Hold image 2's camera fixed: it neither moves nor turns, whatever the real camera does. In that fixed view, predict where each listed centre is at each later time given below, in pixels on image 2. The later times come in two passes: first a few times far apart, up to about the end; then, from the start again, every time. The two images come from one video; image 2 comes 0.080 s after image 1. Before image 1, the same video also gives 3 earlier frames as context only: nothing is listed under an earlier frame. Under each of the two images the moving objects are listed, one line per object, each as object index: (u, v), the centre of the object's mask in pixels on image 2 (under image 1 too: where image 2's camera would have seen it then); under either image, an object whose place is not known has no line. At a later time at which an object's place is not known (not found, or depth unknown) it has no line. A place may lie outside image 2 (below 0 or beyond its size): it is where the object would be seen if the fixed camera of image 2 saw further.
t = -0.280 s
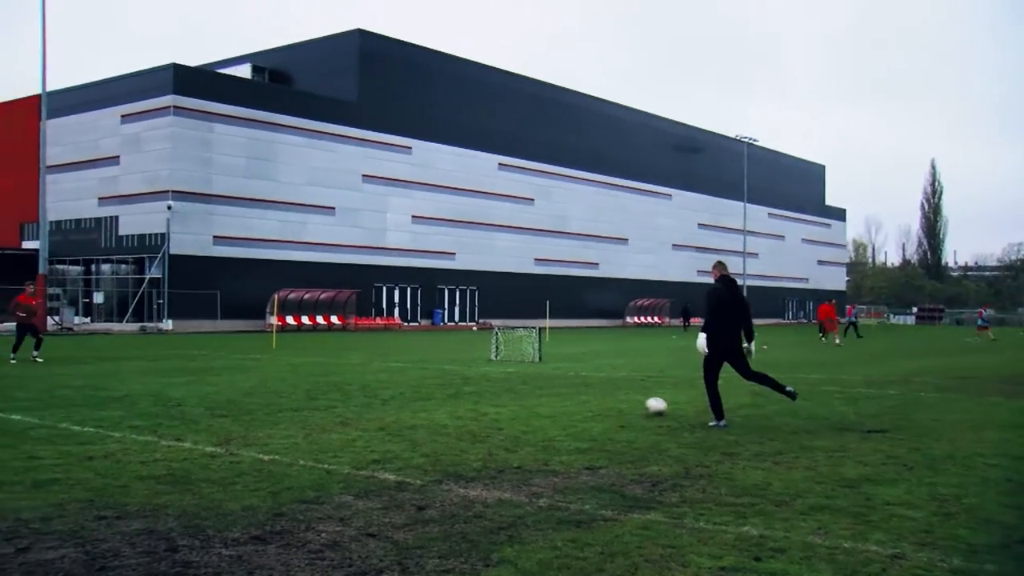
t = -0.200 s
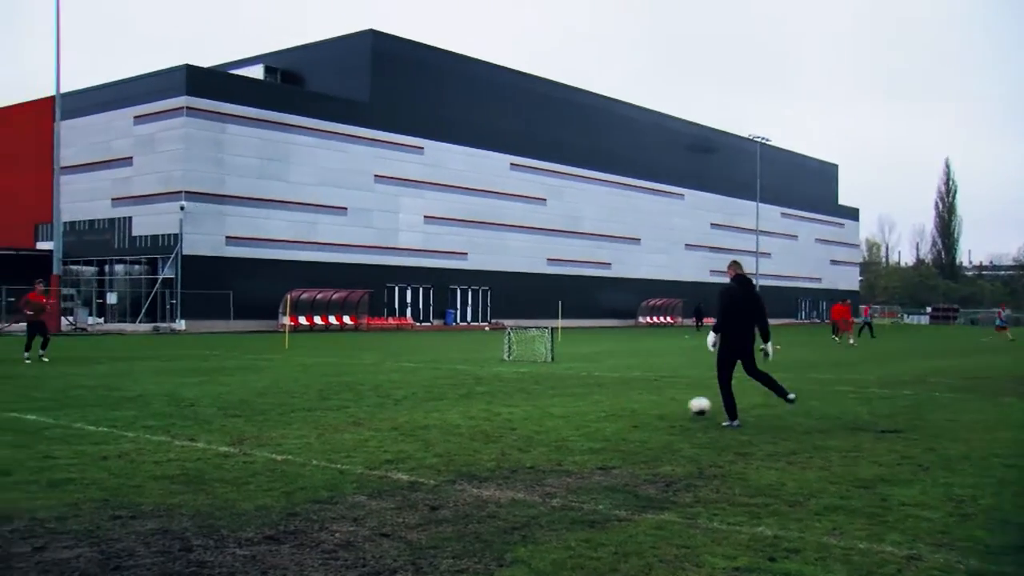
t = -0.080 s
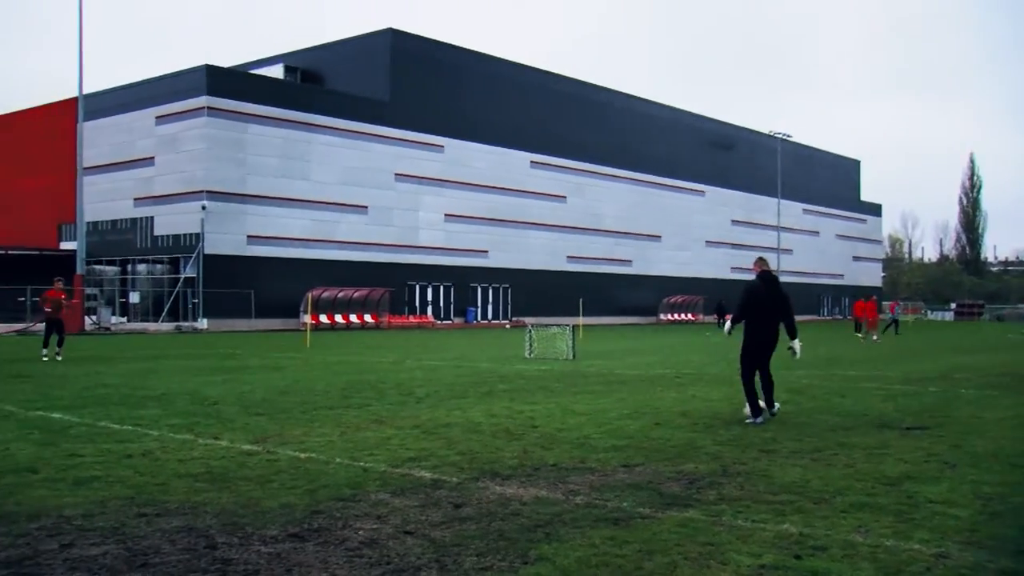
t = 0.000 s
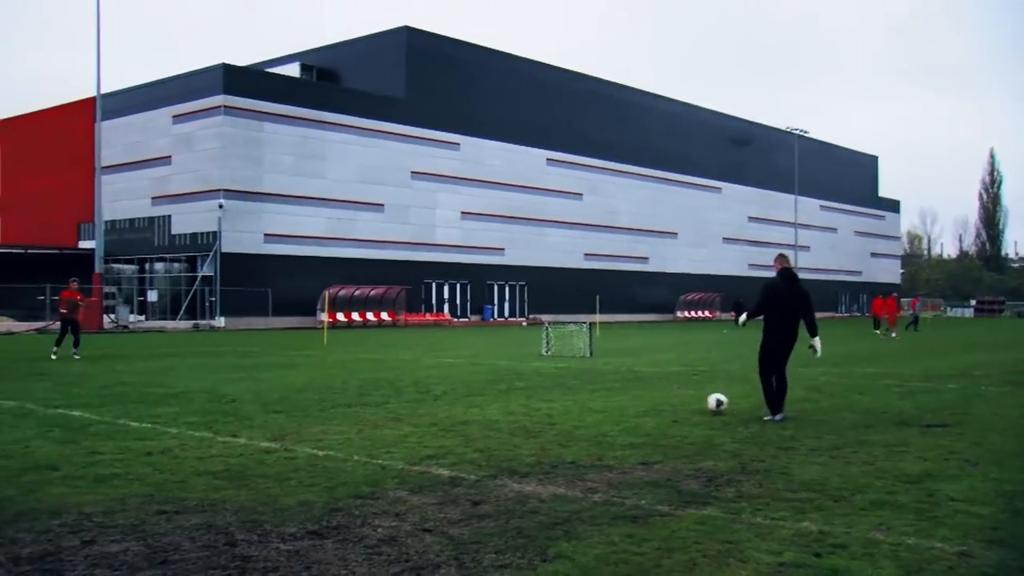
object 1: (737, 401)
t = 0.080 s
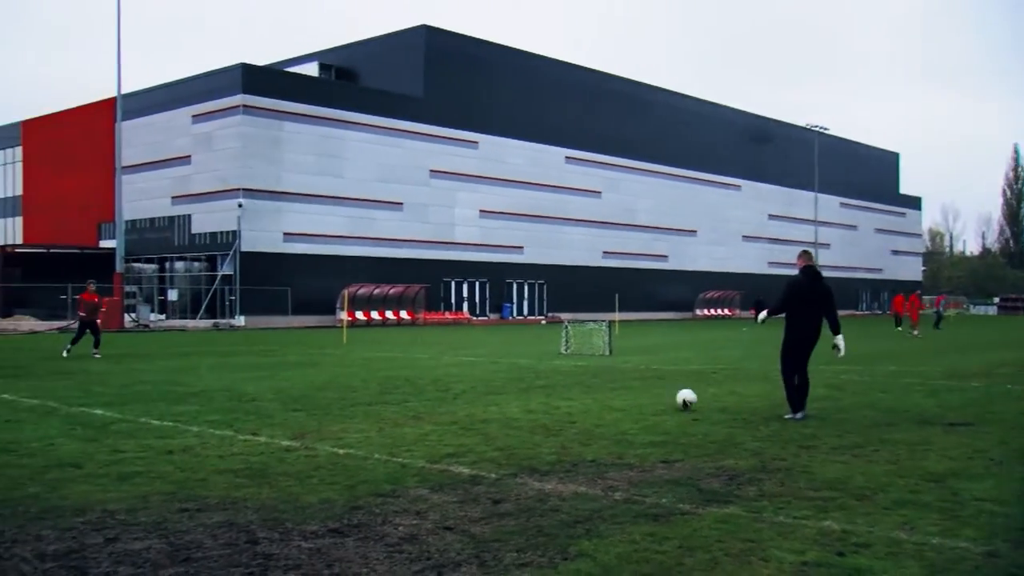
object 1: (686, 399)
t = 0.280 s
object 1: (574, 396)
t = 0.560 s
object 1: (456, 395)
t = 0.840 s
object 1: (364, 393)
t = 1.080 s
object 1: (291, 390)
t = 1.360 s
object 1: (216, 388)
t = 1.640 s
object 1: (148, 386)
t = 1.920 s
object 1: (88, 386)
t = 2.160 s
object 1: (41, 383)
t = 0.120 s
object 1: (661, 399)
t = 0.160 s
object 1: (636, 400)
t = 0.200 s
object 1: (615, 398)
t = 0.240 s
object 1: (595, 396)
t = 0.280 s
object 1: (574, 396)
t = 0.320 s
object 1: (554, 397)
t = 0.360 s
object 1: (535, 397)
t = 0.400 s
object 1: (518, 397)
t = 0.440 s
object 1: (501, 397)
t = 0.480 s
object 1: (485, 397)
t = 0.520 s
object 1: (470, 396)
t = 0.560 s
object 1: (456, 395)
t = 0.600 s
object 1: (442, 396)
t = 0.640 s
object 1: (428, 395)
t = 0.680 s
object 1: (415, 395)
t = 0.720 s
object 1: (402, 394)
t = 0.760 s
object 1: (389, 394)
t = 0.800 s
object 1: (376, 393)
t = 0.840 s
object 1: (364, 393)
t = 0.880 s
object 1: (351, 393)
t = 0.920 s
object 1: (339, 393)
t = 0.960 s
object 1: (327, 392)
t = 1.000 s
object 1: (315, 391)
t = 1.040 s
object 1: (303, 391)
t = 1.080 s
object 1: (291, 390)
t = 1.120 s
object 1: (280, 390)
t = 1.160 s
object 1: (269, 390)
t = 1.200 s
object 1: (258, 390)
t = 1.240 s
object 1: (247, 389)
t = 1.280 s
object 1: (236, 390)
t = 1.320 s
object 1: (226, 388)
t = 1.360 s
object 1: (216, 388)
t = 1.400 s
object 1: (206, 387)
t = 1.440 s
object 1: (196, 388)
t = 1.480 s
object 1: (186, 388)
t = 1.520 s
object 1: (177, 387)
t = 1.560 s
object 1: (167, 387)
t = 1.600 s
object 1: (157, 387)
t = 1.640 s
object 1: (148, 386)
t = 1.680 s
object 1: (139, 386)
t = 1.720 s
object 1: (130, 386)
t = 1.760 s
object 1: (122, 386)
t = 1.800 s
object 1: (113, 385)
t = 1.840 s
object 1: (104, 385)
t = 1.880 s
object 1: (96, 385)
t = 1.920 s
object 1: (88, 386)
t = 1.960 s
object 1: (79, 385)
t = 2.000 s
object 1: (71, 384)
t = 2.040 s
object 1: (63, 384)
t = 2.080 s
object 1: (55, 384)
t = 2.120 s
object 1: (48, 384)
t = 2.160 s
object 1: (41, 383)
